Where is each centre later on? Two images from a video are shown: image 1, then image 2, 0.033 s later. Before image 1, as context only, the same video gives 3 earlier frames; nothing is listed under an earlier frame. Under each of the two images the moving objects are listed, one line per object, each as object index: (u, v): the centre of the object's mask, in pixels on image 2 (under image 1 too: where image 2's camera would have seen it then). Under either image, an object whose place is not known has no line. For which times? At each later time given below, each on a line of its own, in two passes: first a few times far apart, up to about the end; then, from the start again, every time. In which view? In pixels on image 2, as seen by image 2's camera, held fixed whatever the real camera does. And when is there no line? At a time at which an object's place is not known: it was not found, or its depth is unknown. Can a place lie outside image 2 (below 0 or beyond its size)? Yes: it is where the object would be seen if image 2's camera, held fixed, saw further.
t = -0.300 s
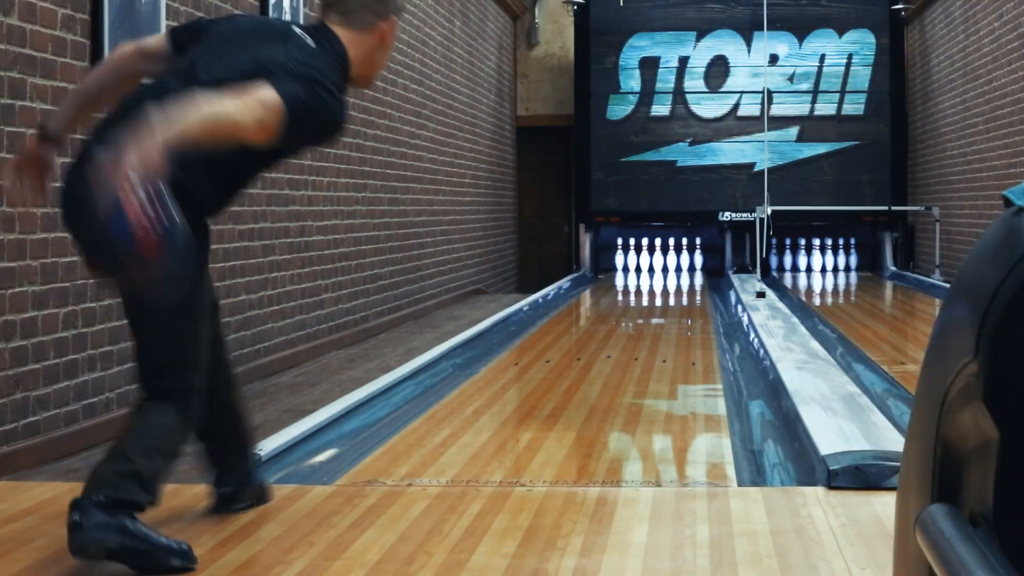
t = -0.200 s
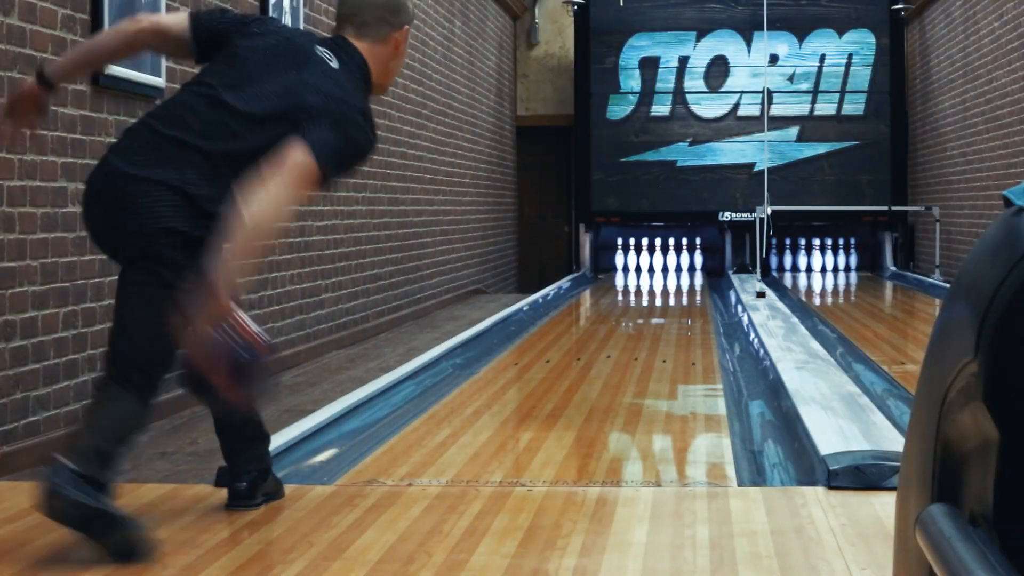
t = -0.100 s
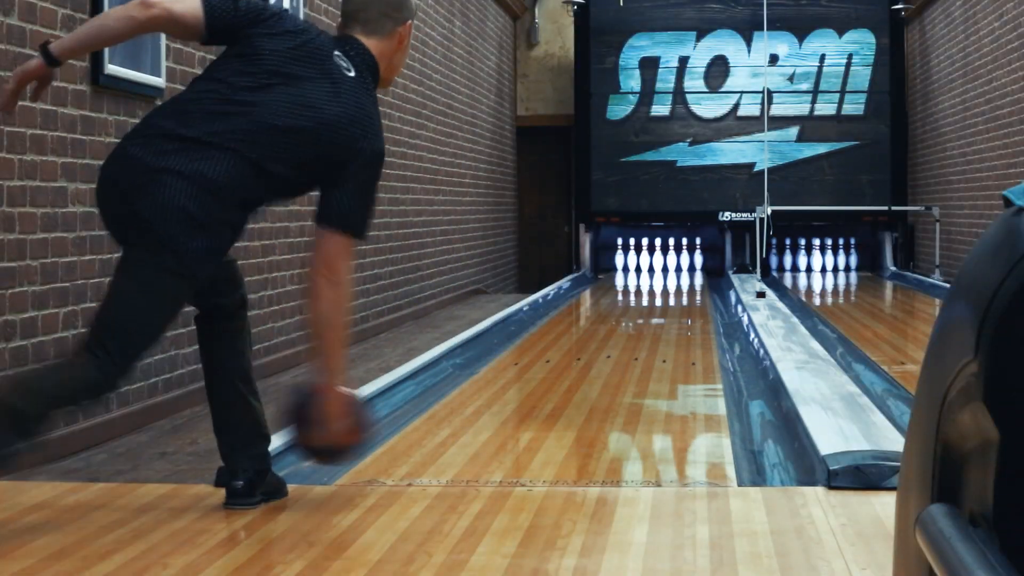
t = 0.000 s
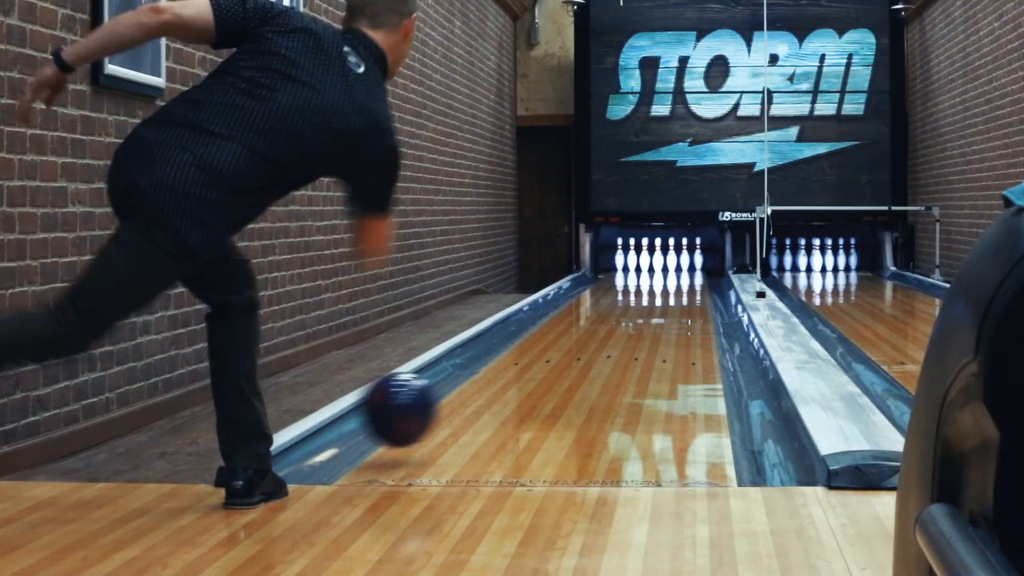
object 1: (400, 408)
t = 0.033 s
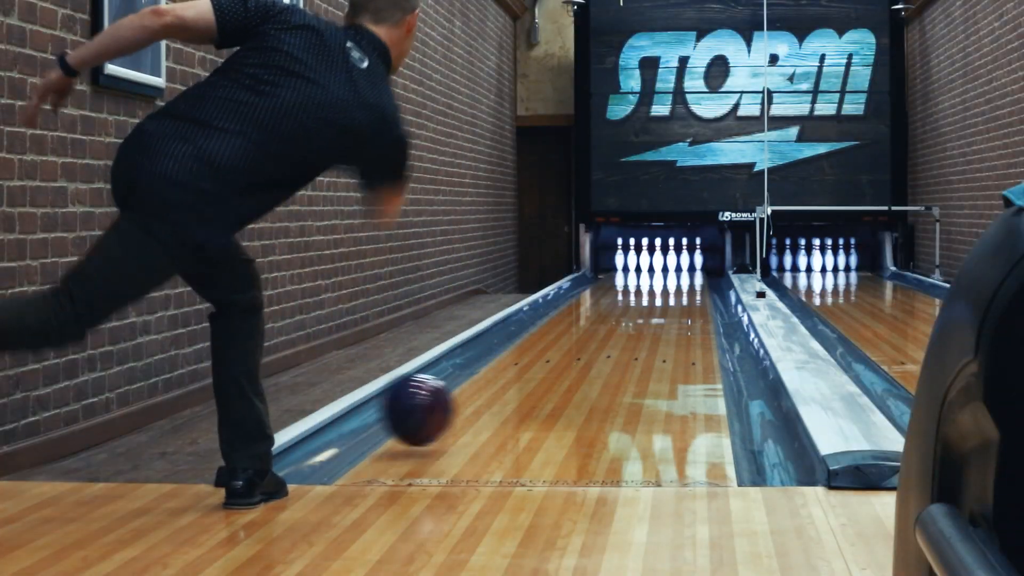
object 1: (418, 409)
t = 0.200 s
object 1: (493, 383)
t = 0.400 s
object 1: (555, 354)
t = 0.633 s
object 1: (605, 331)
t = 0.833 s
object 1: (636, 316)
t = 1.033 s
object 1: (659, 304)
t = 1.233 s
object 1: (677, 295)
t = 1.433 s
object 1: (690, 287)
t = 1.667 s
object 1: (700, 280)
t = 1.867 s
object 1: (701, 275)
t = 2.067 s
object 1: (698, 271)
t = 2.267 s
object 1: (686, 267)
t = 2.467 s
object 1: (673, 265)
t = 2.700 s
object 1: (670, 262)
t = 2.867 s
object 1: (670, 262)
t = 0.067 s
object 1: (436, 407)
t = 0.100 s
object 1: (452, 398)
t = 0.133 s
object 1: (467, 392)
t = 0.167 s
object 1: (481, 388)
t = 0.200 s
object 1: (493, 383)
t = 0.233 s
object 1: (505, 377)
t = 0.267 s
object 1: (516, 372)
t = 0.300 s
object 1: (527, 368)
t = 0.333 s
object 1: (537, 363)
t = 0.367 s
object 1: (546, 358)
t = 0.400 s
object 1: (555, 354)
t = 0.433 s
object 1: (564, 350)
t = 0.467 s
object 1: (571, 347)
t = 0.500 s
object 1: (579, 343)
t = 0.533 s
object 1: (586, 340)
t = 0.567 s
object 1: (593, 337)
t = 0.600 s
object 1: (600, 333)
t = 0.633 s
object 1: (605, 331)
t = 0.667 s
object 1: (611, 328)
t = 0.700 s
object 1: (616, 325)
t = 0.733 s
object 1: (622, 323)
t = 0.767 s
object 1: (627, 320)
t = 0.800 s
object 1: (631, 319)
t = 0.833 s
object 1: (636, 316)
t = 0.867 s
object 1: (640, 314)
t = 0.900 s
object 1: (644, 312)
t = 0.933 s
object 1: (648, 310)
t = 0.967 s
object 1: (652, 308)
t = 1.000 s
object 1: (655, 306)
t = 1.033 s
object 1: (659, 304)
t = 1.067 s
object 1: (662, 303)
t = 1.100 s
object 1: (665, 301)
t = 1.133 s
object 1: (668, 300)
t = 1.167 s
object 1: (672, 298)
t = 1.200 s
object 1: (674, 297)
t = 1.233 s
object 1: (677, 295)
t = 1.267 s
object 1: (679, 294)
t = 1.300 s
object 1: (682, 293)
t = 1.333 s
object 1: (684, 291)
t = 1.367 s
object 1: (686, 290)
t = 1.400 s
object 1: (688, 289)
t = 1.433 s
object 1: (690, 287)
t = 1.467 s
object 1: (692, 286)
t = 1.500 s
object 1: (693, 285)
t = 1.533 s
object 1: (695, 284)
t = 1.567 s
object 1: (696, 283)
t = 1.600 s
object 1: (697, 282)
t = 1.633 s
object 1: (698, 282)
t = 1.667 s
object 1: (700, 280)
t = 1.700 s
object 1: (700, 280)
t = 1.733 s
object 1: (701, 278)
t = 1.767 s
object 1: (701, 277)
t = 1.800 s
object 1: (701, 277)
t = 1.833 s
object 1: (701, 276)
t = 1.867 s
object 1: (701, 275)
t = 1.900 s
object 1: (701, 274)
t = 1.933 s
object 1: (701, 273)
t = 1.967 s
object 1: (700, 273)
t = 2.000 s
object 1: (698, 273)
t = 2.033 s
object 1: (698, 272)
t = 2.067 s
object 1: (698, 271)
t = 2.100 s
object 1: (696, 271)
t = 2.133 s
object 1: (694, 270)
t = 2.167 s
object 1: (693, 270)
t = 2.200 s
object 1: (690, 269)
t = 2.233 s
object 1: (688, 268)
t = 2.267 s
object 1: (686, 267)
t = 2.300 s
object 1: (684, 267)
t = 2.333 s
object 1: (682, 266)
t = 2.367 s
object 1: (680, 266)
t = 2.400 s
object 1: (678, 266)
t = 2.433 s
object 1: (676, 265)
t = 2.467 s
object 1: (673, 265)
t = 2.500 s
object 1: (671, 264)
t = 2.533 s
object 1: (671, 263)
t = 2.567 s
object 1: (670, 263)
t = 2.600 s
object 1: (669, 263)
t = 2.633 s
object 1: (669, 262)
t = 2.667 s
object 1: (671, 262)
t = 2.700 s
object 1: (670, 262)
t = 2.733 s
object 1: (671, 262)
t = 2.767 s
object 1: (670, 262)
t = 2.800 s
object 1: (669, 262)
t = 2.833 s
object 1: (669, 262)
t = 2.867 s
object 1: (670, 262)
